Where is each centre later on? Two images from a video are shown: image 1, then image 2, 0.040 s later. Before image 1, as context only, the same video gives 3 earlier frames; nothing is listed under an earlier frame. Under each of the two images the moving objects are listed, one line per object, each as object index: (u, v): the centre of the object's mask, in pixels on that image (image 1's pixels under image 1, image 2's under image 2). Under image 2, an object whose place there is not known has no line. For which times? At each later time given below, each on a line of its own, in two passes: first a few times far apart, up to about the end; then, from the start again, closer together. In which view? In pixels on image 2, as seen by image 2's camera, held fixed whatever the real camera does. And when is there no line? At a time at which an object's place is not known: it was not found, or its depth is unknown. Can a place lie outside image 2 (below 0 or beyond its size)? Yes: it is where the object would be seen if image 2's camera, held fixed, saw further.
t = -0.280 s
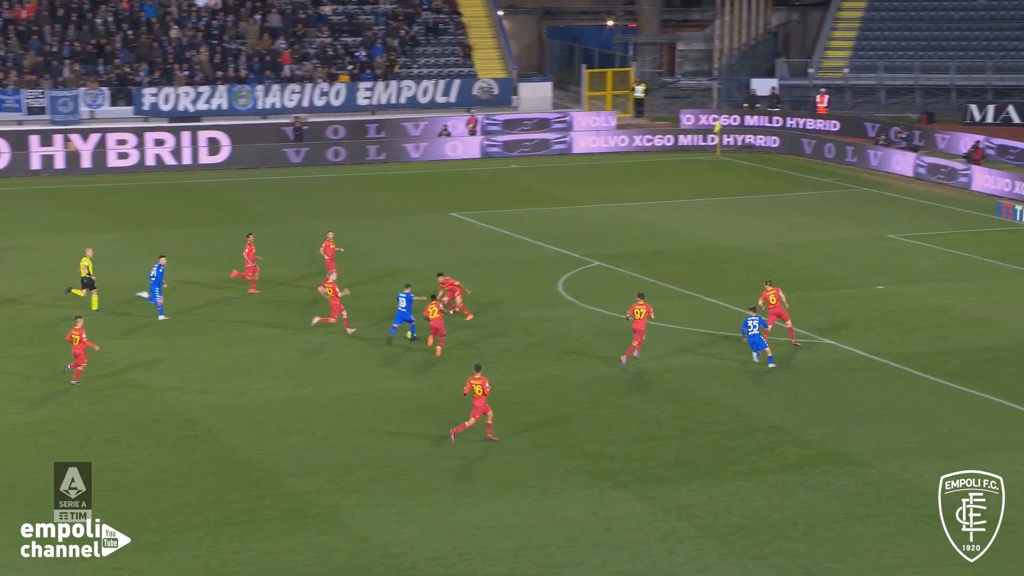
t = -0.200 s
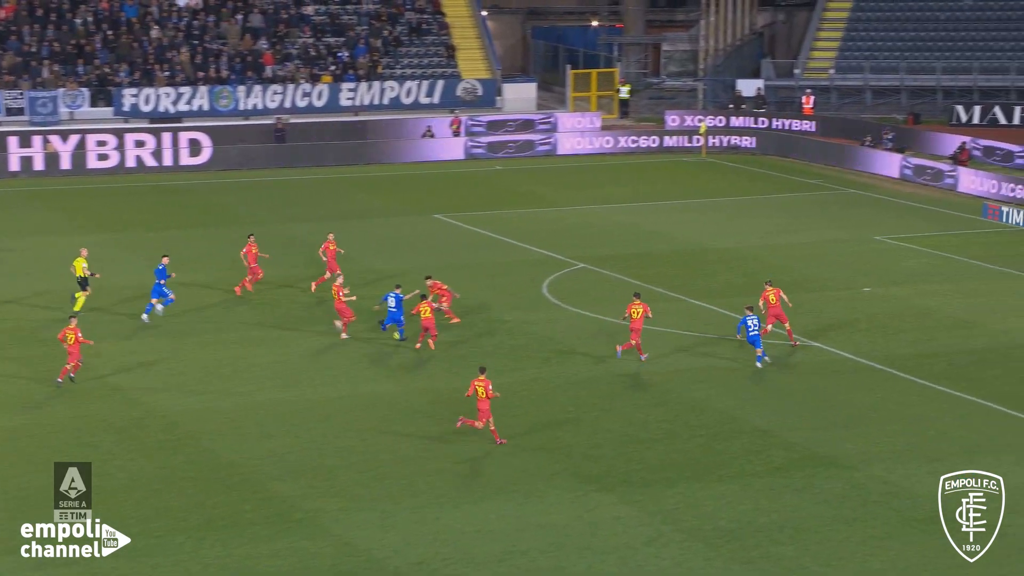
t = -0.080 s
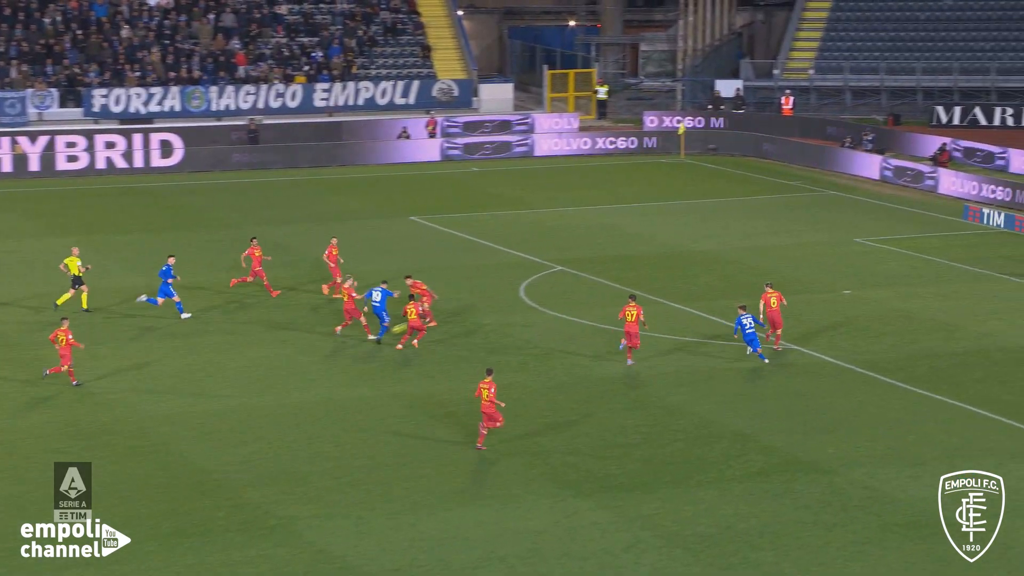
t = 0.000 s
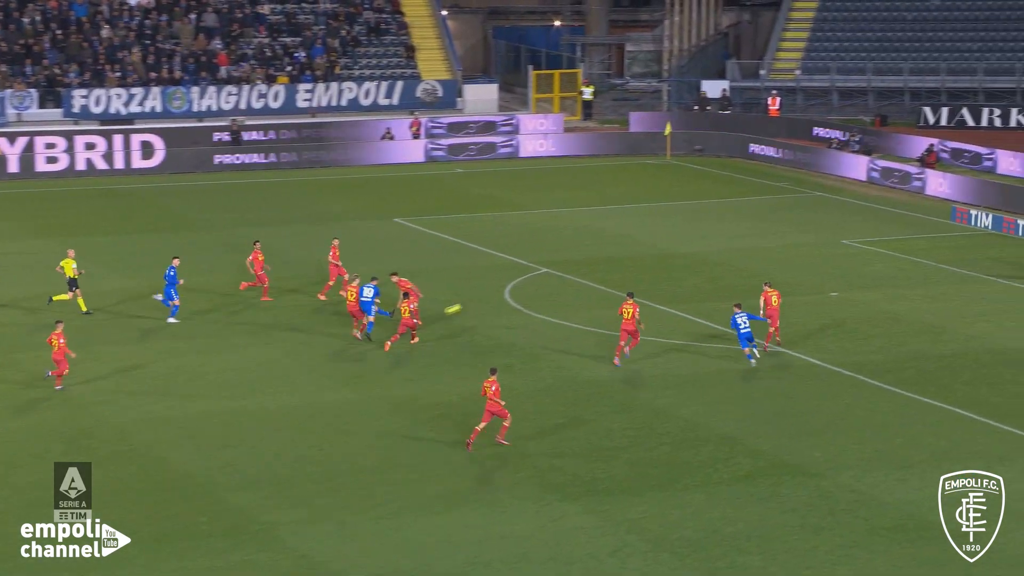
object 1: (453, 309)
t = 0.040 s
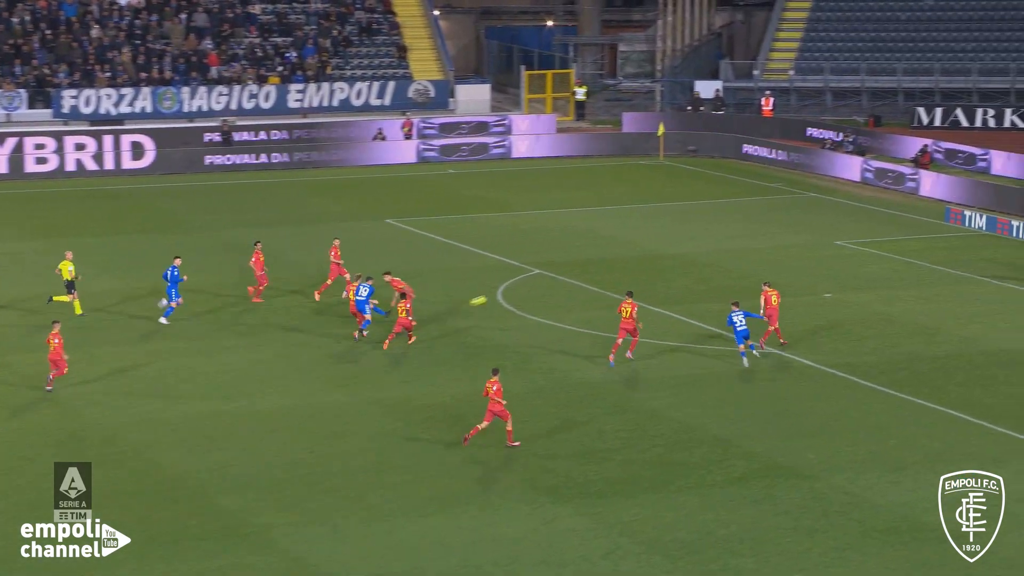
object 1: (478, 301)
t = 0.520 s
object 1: (817, 211)
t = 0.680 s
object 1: (916, 191)
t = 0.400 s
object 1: (739, 229)
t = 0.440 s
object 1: (765, 223)
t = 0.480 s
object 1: (791, 217)
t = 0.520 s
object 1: (817, 211)
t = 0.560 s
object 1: (842, 205)
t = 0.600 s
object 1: (867, 200)
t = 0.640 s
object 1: (892, 196)
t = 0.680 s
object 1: (916, 191)
